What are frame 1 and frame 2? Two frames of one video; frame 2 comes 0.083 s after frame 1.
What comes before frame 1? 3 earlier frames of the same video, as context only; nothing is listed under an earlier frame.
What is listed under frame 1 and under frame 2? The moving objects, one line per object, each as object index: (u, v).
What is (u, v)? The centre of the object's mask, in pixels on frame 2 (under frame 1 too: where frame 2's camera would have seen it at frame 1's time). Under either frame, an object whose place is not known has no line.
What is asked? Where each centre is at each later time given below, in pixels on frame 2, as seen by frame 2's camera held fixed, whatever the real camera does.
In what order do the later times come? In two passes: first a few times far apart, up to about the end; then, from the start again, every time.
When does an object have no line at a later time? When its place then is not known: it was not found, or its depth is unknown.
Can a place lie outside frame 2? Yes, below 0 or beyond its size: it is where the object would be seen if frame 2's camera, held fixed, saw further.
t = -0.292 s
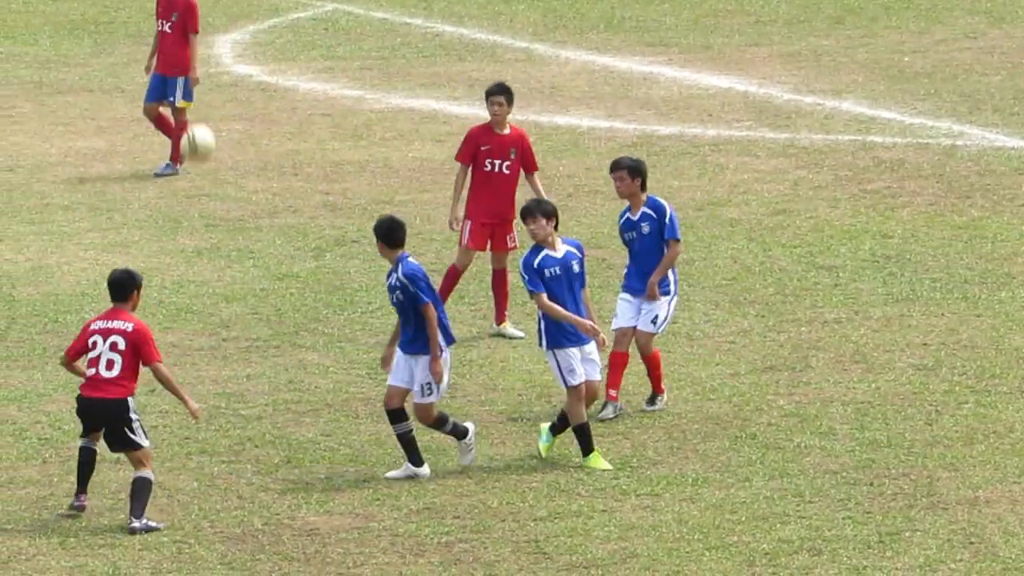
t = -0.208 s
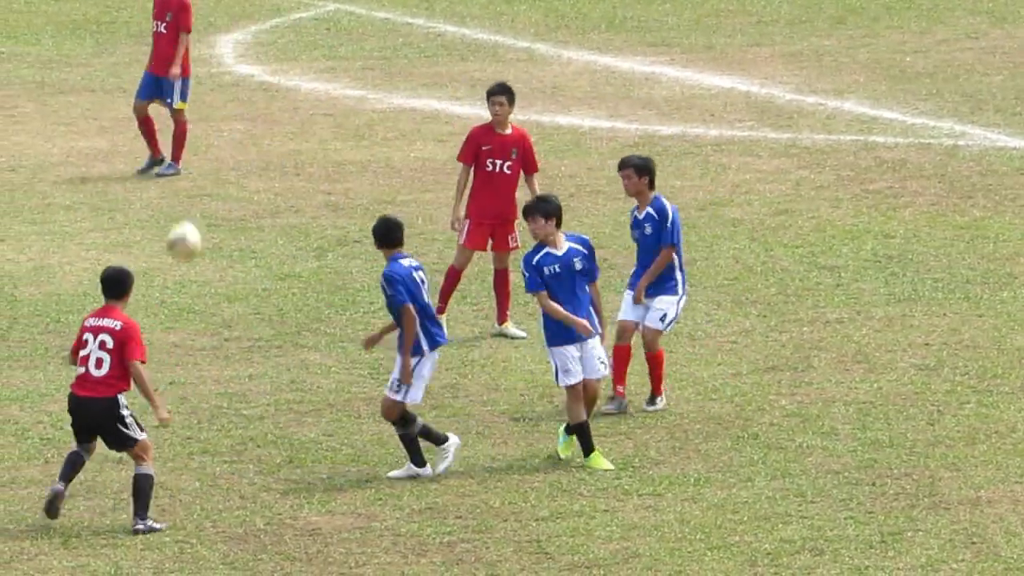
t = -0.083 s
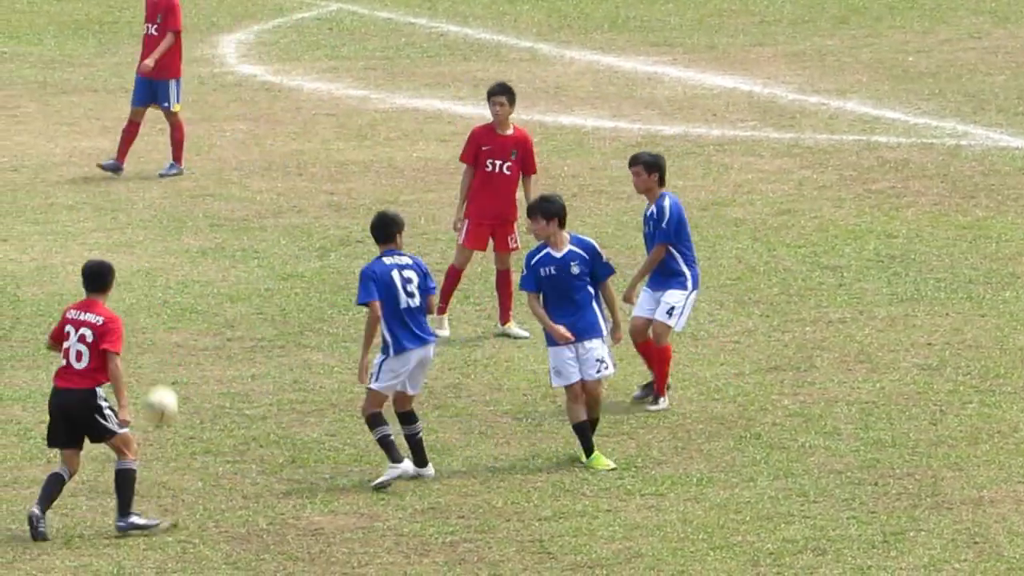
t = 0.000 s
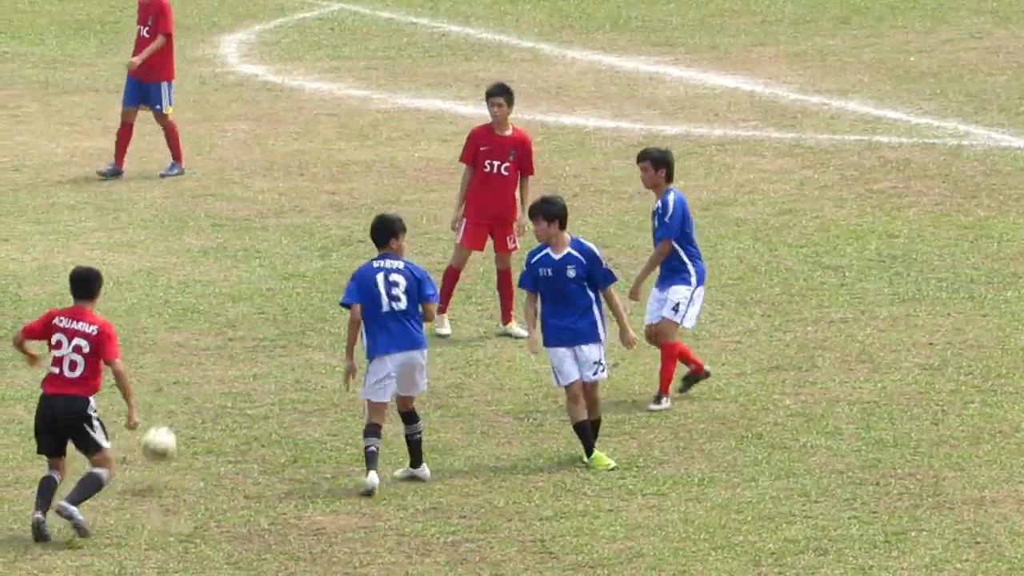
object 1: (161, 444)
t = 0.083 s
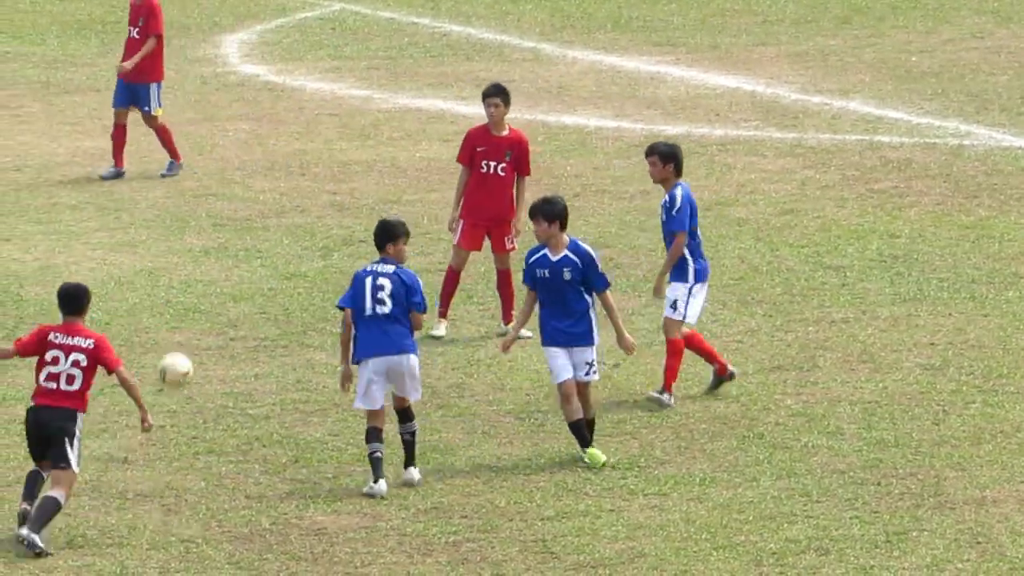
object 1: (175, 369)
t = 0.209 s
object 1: (200, 279)
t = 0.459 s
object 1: (246, 169)
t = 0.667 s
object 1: (286, 150)
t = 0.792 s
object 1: (311, 173)
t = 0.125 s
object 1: (183, 337)
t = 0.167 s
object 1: (191, 306)
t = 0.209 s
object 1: (200, 279)
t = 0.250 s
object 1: (206, 253)
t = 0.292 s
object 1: (214, 231)
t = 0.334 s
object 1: (221, 212)
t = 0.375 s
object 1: (230, 194)
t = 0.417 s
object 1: (238, 180)
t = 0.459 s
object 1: (246, 169)
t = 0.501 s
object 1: (254, 159)
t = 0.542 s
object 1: (263, 153)
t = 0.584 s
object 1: (271, 149)
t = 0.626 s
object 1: (278, 149)
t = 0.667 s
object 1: (286, 150)
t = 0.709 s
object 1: (295, 154)
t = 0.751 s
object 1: (303, 163)
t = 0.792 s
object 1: (311, 173)
